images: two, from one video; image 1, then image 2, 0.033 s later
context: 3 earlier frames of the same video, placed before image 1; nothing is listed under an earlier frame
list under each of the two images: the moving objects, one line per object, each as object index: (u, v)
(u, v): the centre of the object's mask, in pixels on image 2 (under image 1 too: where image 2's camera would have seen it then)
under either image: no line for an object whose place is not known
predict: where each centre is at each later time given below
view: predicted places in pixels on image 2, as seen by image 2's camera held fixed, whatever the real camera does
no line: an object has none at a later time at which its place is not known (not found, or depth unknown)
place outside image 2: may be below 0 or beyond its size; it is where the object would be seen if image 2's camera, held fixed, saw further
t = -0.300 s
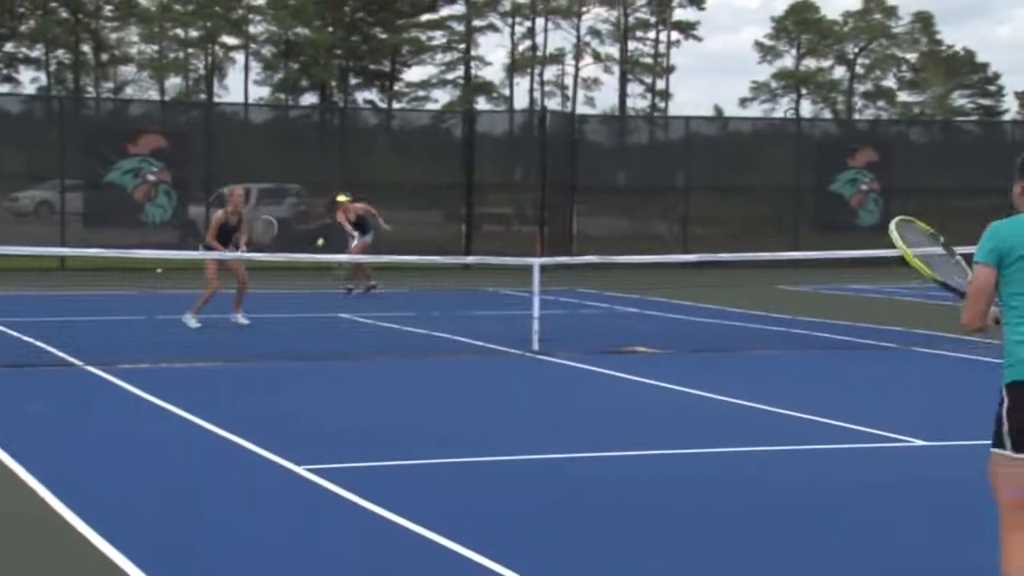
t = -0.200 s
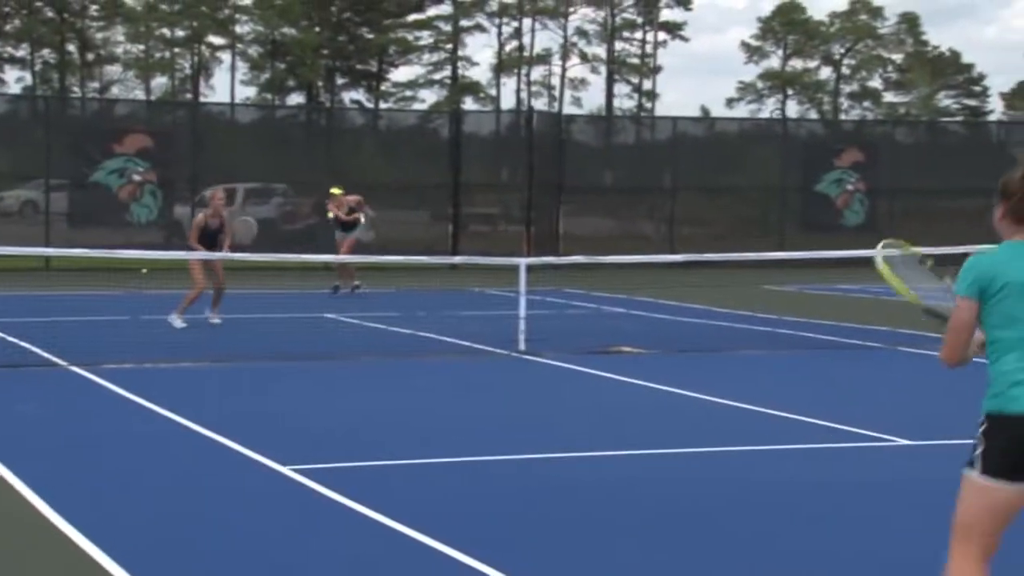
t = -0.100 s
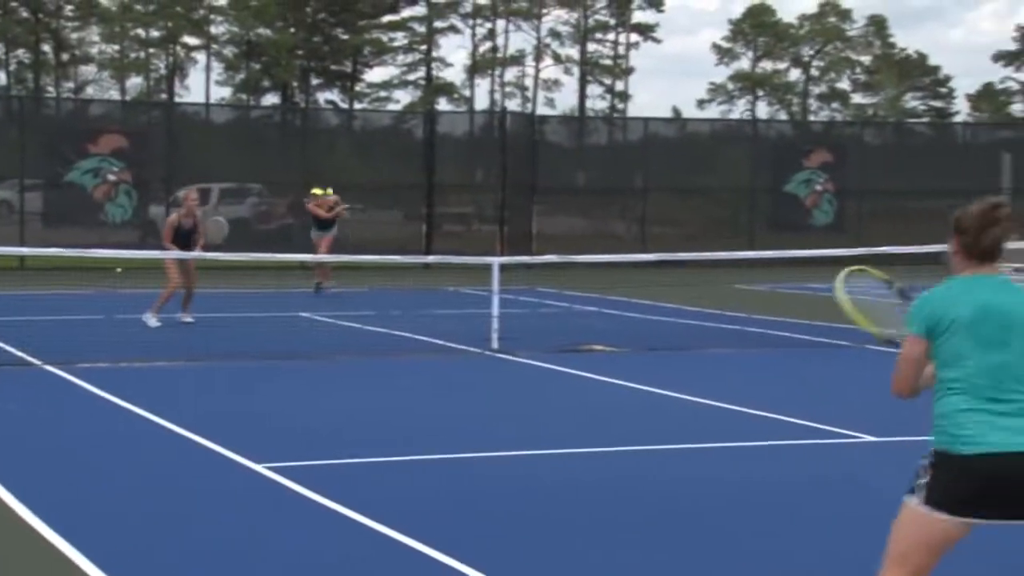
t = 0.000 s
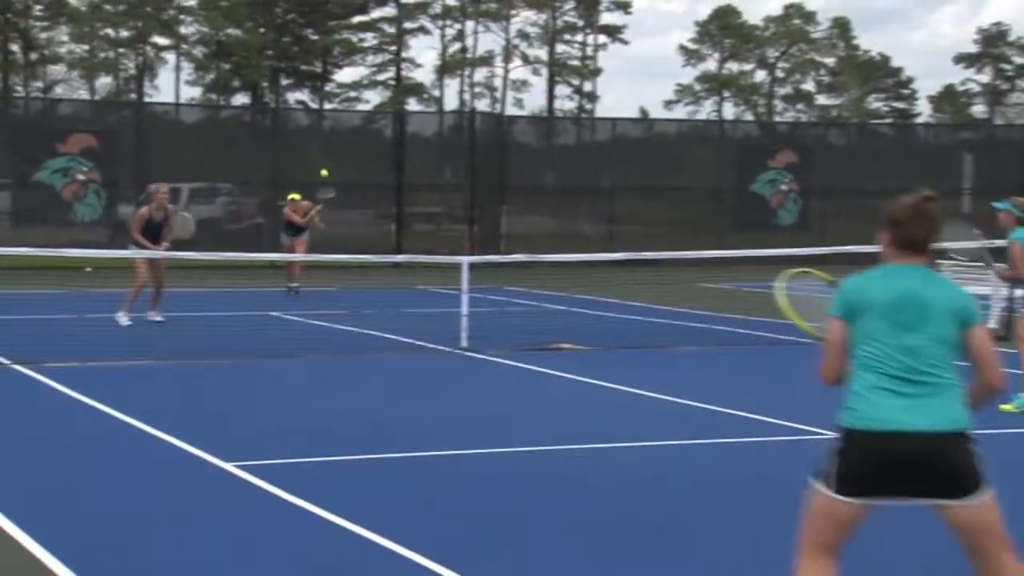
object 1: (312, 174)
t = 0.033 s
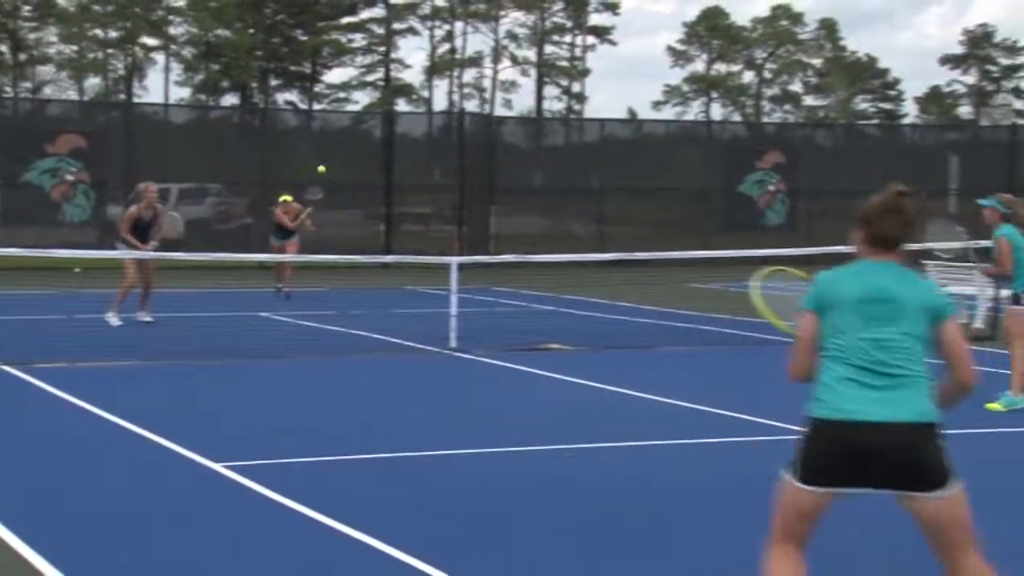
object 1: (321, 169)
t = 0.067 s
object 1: (330, 166)
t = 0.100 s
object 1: (340, 162)
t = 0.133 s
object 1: (348, 161)
